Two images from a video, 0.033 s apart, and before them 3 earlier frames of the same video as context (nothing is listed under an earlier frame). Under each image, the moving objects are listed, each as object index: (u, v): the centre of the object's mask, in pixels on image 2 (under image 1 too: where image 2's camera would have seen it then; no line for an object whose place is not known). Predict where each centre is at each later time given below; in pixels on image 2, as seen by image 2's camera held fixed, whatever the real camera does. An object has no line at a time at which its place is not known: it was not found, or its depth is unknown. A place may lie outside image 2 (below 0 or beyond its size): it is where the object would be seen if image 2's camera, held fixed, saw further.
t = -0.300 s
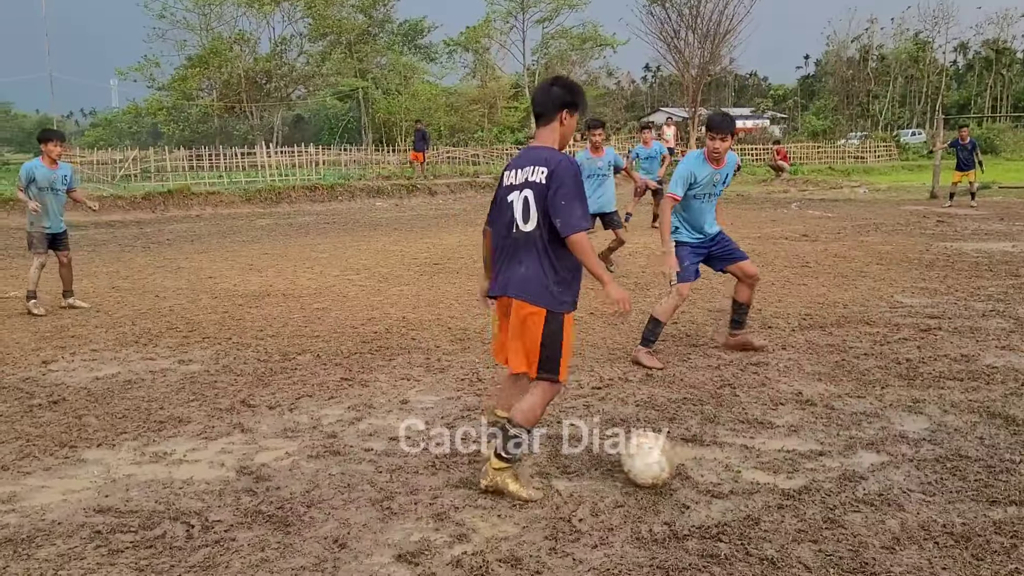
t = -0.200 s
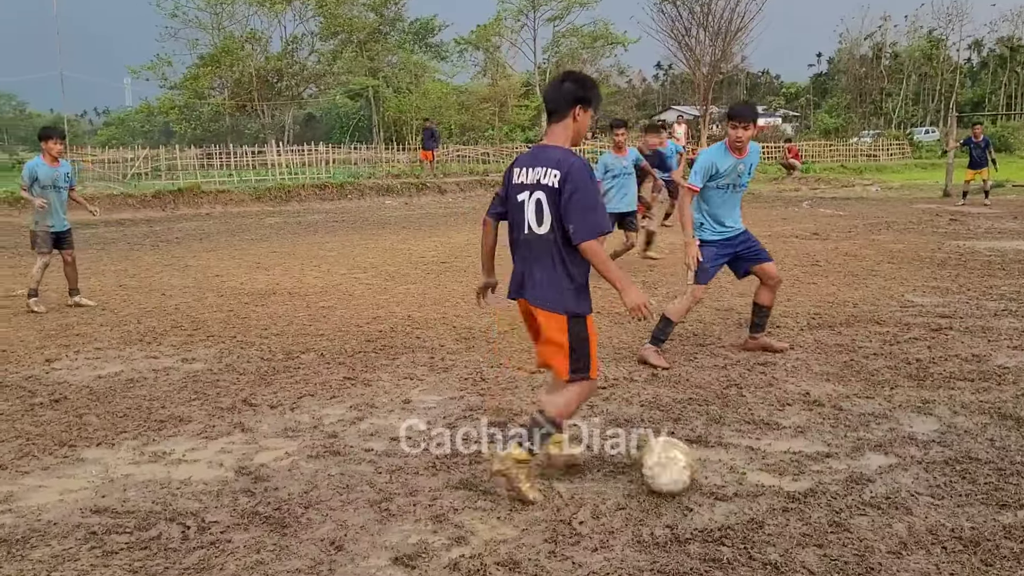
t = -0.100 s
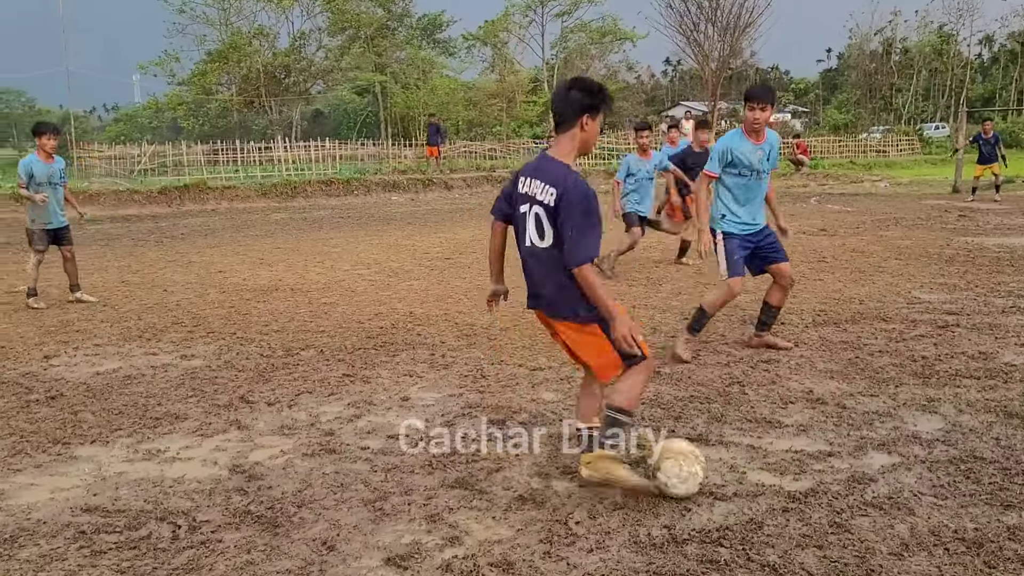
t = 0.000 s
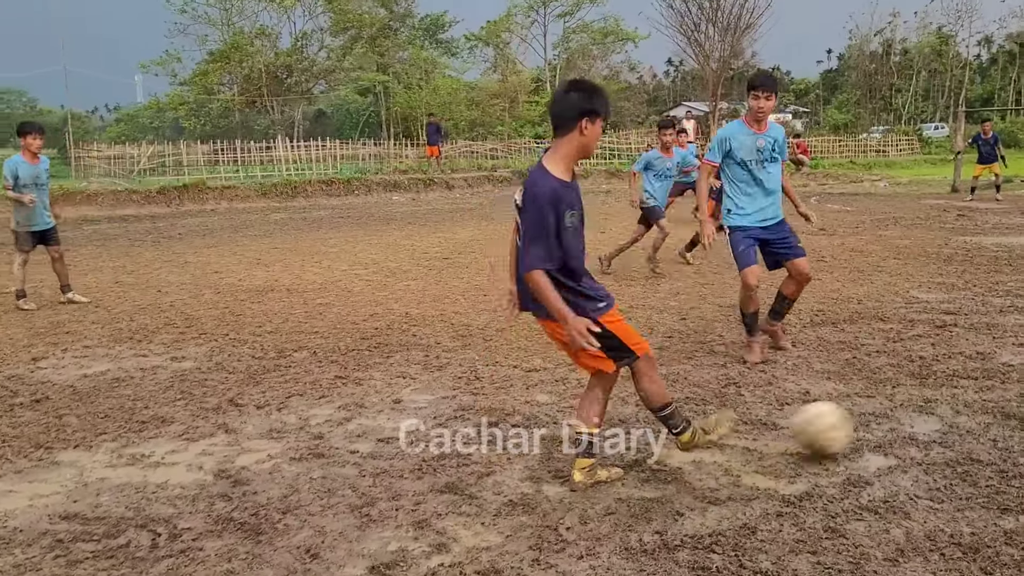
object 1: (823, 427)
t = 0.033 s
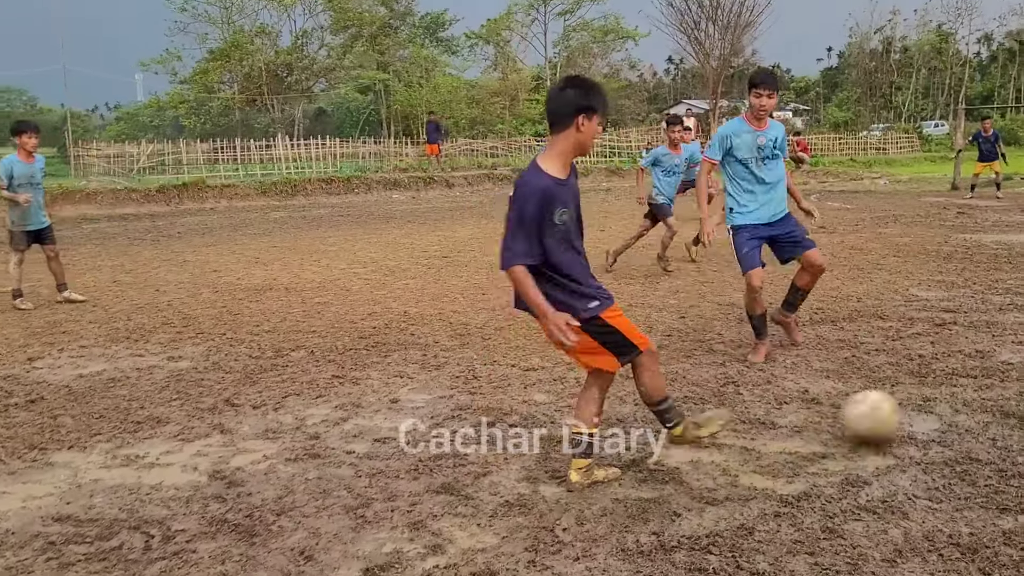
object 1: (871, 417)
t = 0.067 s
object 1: (916, 407)
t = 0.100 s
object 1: (956, 396)
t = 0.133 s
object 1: (987, 385)
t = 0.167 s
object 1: (1016, 372)
